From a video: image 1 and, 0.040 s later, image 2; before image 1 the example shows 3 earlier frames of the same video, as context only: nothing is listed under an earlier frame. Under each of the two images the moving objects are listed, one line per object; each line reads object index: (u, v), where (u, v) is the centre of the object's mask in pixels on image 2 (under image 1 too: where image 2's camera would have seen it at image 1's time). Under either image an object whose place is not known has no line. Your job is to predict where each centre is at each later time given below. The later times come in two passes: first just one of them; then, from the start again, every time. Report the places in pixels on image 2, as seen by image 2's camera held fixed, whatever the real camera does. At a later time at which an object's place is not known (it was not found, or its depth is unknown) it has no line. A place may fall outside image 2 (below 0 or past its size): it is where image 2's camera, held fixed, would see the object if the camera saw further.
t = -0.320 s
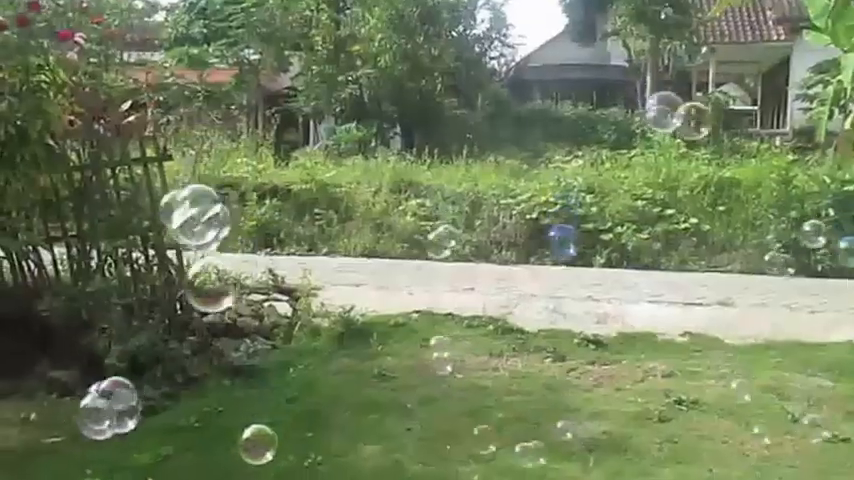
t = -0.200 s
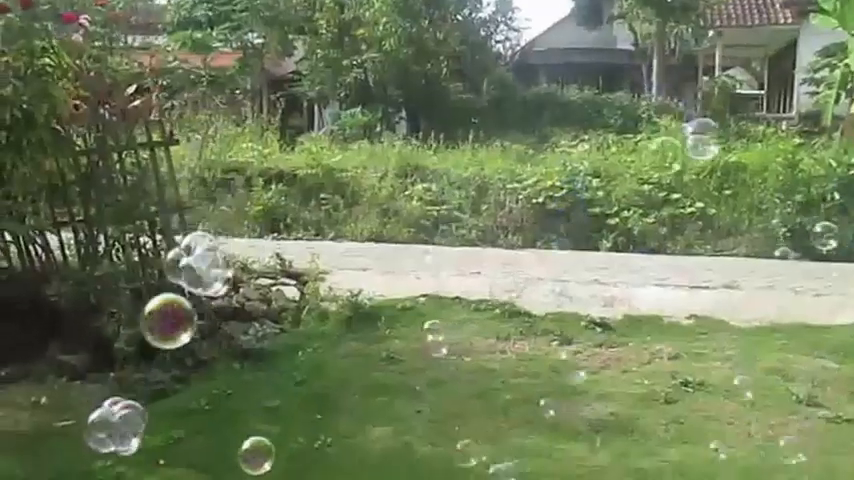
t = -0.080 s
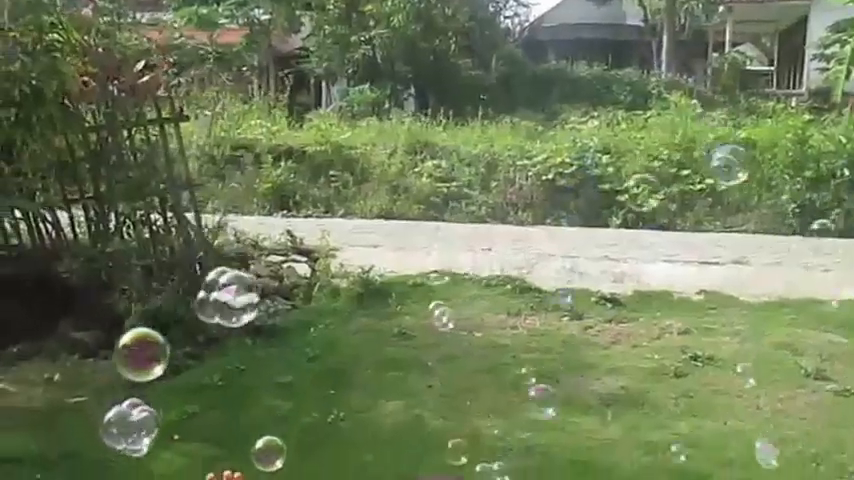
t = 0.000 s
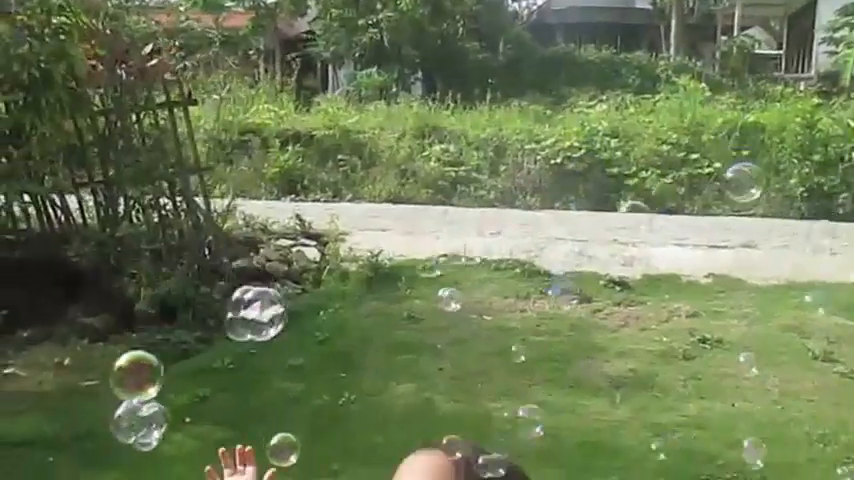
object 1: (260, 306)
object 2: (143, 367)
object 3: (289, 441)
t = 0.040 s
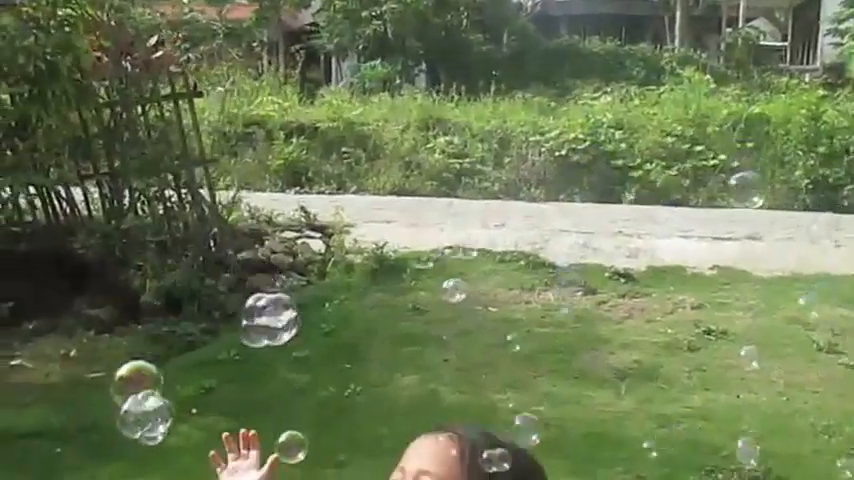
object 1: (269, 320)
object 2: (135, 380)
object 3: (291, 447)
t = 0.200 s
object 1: (295, 368)
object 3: (302, 469)
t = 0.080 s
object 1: (277, 333)
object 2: (127, 393)
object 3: (294, 452)
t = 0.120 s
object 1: (284, 345)
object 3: (296, 458)
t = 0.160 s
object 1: (290, 357)
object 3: (299, 464)
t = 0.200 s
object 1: (295, 368)
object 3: (302, 469)
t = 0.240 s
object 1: (299, 380)
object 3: (303, 476)
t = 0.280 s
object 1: (302, 391)
